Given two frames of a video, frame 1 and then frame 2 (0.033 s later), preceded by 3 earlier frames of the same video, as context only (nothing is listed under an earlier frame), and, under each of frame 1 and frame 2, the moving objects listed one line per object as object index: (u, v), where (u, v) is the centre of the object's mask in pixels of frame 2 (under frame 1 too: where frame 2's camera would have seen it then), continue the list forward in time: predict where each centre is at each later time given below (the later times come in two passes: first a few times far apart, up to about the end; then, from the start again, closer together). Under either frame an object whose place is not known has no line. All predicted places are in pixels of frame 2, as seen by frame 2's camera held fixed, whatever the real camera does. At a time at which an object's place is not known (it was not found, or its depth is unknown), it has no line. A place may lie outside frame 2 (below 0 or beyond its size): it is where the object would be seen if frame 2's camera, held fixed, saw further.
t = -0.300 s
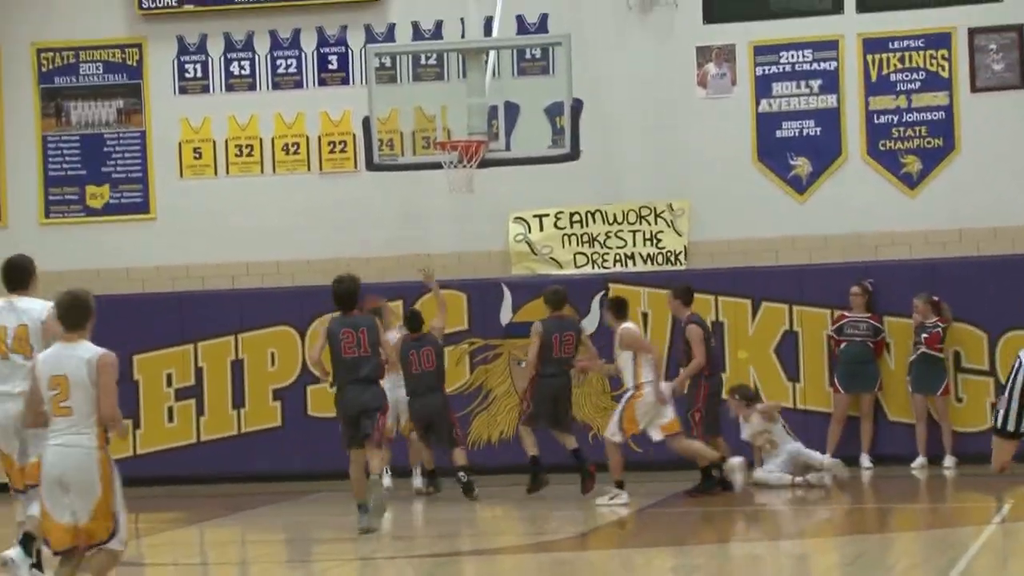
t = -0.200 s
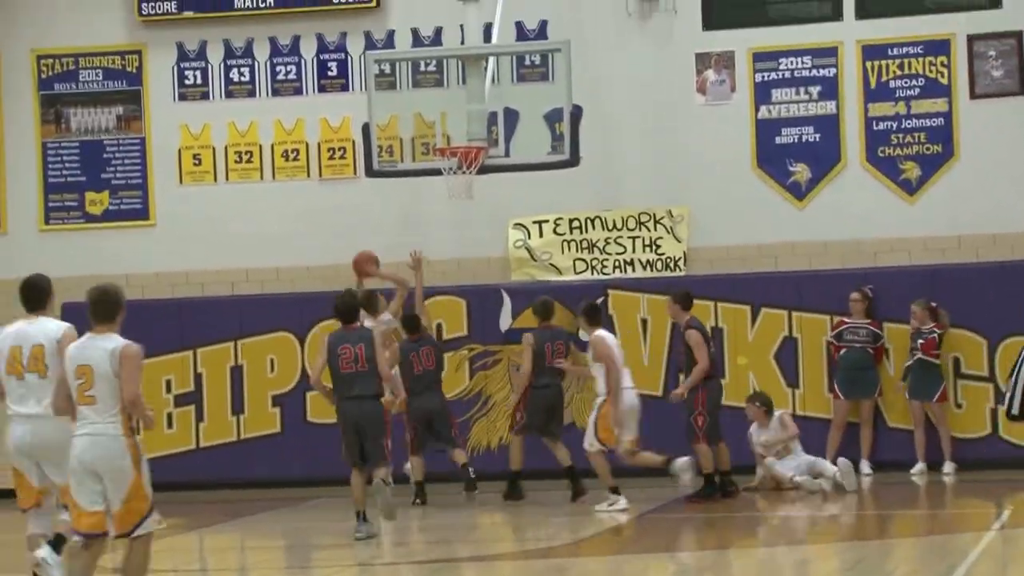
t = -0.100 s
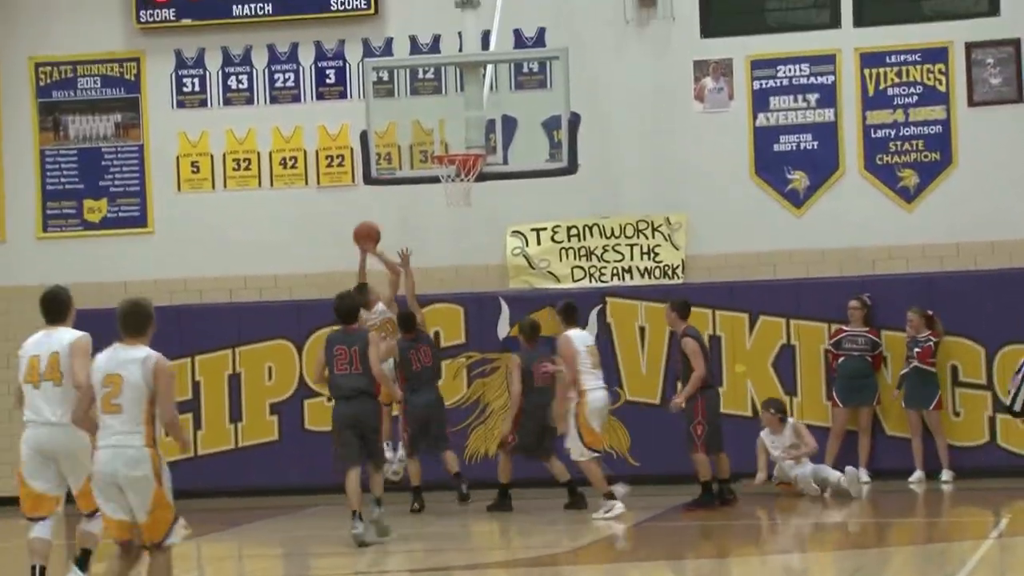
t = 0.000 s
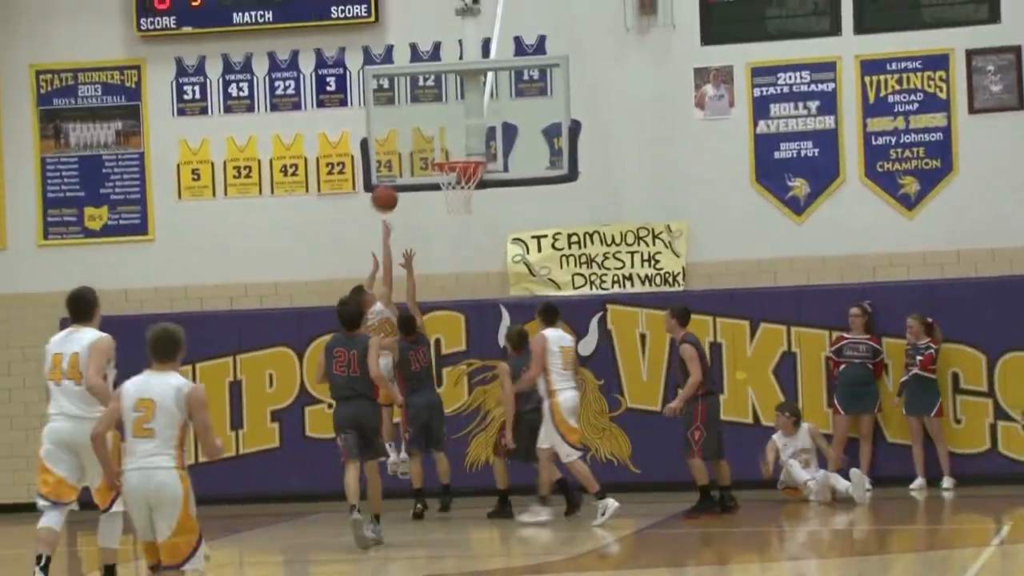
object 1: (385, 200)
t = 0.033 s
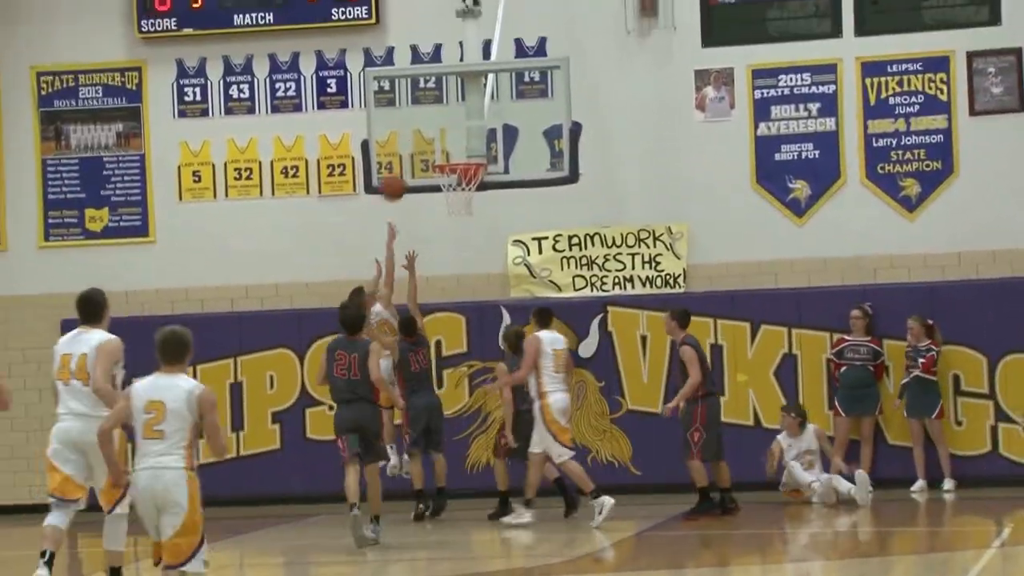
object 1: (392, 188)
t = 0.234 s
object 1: (427, 145)
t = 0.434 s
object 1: (449, 155)
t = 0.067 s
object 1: (400, 175)
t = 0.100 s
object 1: (407, 164)
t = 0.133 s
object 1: (414, 155)
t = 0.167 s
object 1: (420, 148)
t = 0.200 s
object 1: (424, 146)
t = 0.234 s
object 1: (427, 145)
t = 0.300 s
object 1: (434, 147)
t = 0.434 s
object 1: (449, 155)
